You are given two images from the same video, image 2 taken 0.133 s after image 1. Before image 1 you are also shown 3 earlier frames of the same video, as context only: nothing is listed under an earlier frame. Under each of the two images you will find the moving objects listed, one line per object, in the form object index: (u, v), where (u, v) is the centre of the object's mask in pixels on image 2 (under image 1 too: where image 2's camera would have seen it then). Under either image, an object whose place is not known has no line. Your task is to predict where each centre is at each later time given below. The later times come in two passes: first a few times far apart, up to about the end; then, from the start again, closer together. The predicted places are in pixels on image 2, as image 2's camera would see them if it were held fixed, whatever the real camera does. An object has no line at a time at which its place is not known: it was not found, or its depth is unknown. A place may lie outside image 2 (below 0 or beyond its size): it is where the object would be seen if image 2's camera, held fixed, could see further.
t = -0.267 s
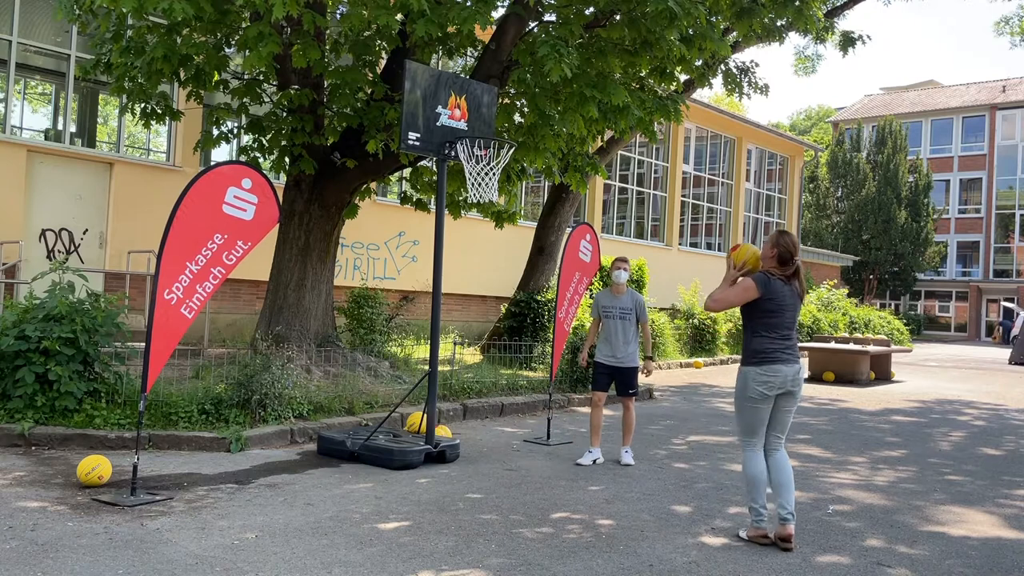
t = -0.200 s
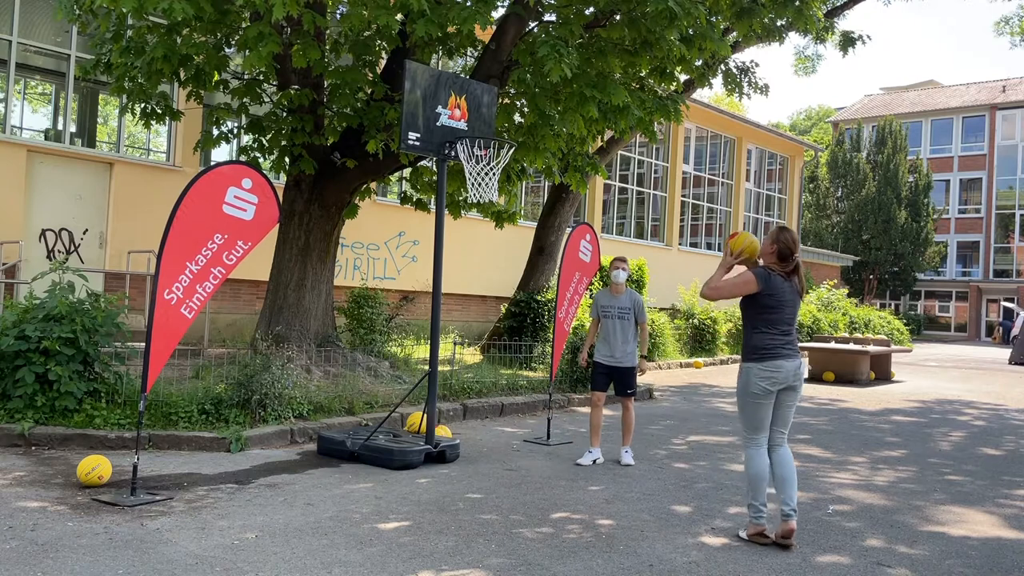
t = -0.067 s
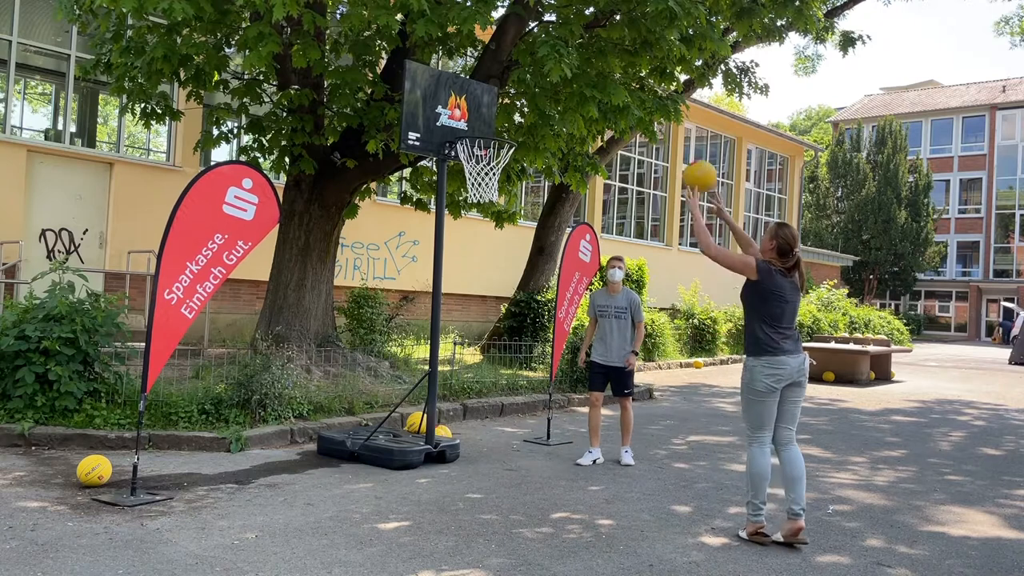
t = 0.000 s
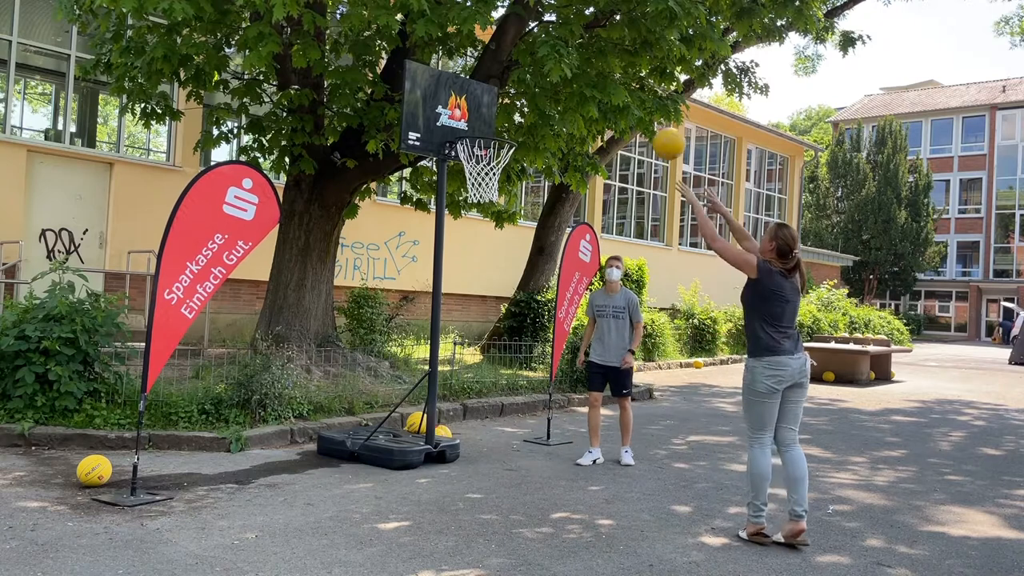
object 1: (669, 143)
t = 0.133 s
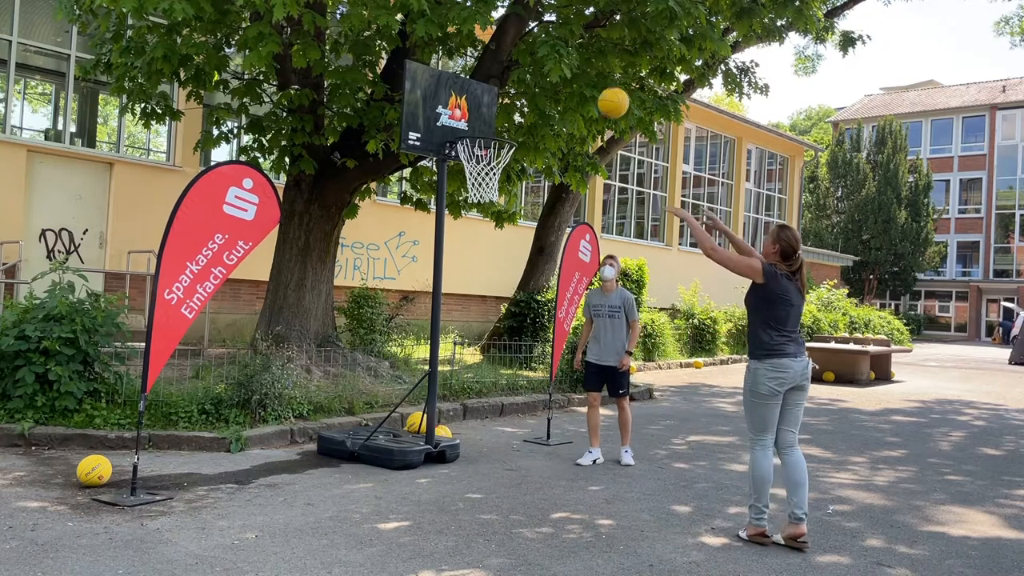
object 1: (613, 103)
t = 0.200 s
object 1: (587, 93)
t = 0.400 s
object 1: (516, 102)
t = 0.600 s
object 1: (489, 133)
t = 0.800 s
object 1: (523, 103)
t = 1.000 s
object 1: (544, 110)
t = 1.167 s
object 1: (560, 155)
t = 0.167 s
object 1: (600, 97)
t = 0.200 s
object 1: (587, 93)
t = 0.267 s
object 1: (562, 90)
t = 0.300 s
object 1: (550, 91)
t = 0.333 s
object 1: (539, 93)
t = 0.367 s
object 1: (527, 97)
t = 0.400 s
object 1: (516, 102)
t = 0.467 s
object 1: (494, 116)
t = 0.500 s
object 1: (484, 124)
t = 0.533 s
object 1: (474, 134)
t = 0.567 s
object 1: (478, 135)
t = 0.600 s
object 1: (489, 133)
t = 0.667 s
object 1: (507, 127)
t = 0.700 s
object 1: (511, 119)
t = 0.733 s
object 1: (515, 112)
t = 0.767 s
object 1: (519, 107)
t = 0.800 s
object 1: (523, 103)
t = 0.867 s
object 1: (530, 100)
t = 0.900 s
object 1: (534, 100)
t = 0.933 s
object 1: (537, 102)
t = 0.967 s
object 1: (540, 106)
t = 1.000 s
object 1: (544, 110)
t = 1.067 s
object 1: (551, 124)
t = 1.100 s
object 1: (554, 133)
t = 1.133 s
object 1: (557, 143)
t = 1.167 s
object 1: (560, 155)
